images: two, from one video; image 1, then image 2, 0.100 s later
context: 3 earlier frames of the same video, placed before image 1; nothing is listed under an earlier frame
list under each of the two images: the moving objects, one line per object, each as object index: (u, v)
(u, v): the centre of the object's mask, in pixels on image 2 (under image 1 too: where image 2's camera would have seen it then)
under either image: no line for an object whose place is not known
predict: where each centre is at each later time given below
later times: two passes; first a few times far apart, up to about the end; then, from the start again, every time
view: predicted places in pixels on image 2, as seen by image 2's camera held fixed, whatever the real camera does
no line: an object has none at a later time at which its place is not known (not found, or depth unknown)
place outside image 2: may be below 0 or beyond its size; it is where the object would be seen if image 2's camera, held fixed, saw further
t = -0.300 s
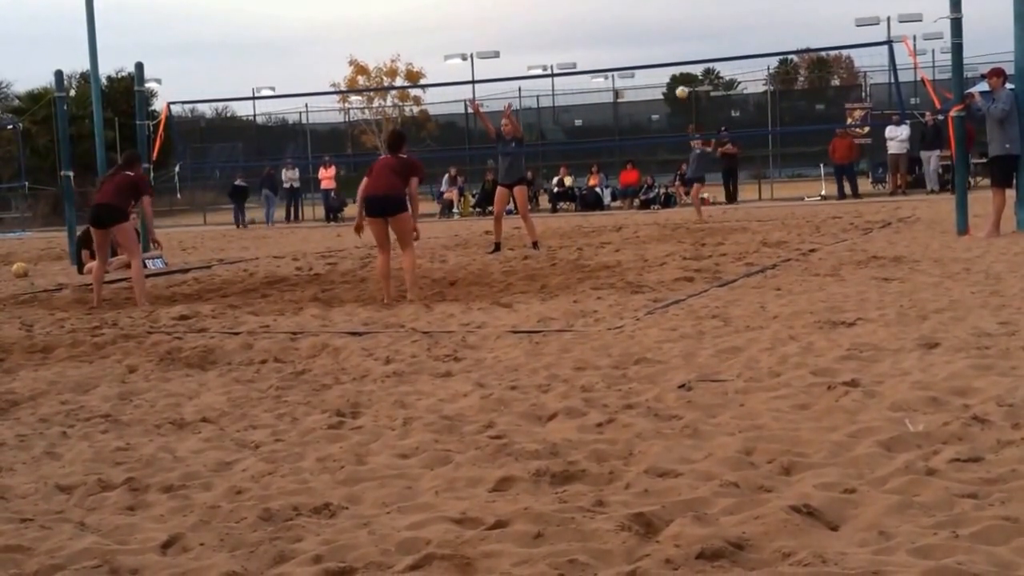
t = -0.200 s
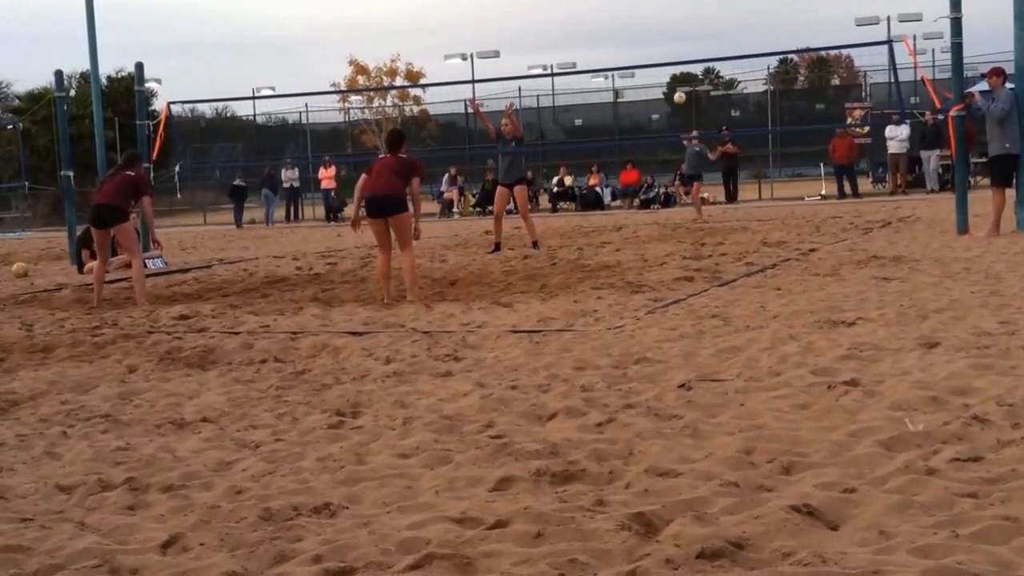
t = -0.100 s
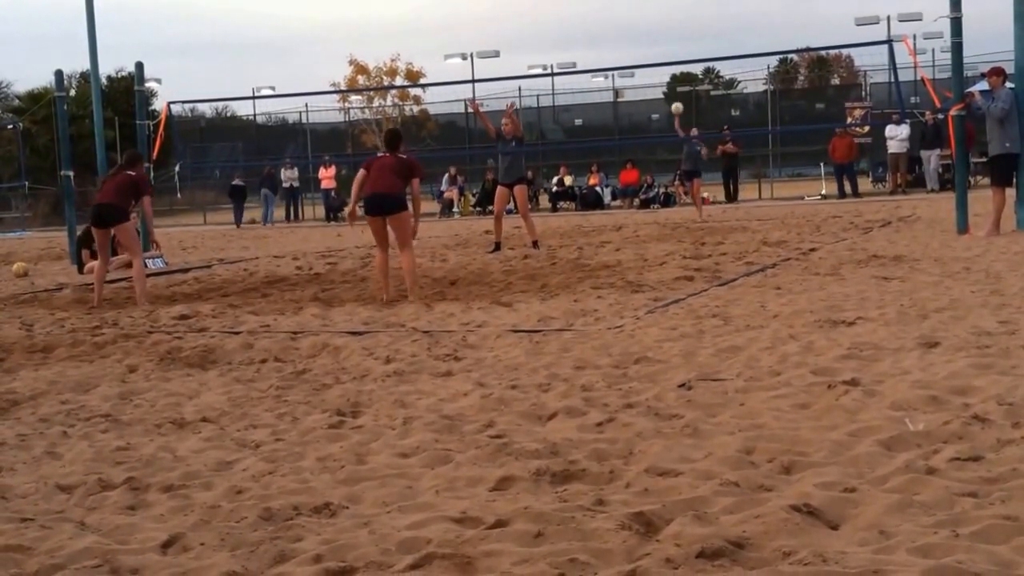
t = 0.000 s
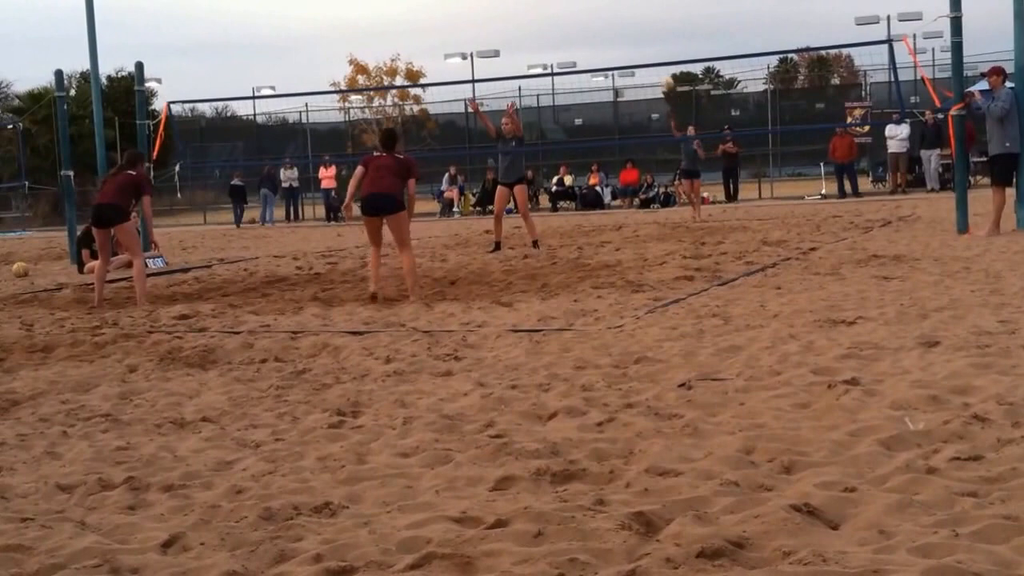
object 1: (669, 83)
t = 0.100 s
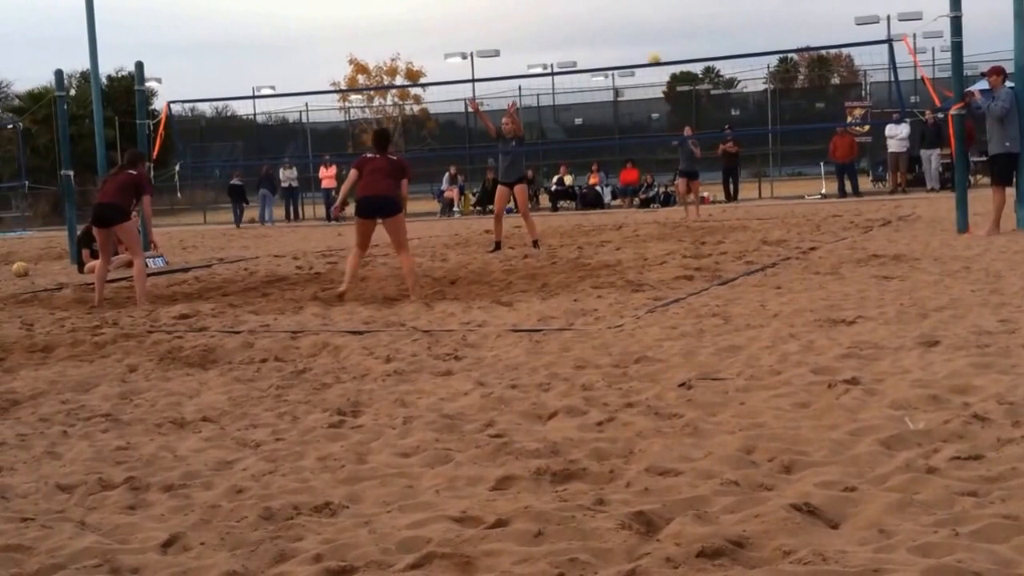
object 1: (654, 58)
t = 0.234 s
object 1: (635, 33)
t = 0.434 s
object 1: (599, 13)
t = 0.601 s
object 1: (557, 22)
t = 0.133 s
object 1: (649, 52)
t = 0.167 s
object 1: (645, 45)
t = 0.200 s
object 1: (640, 39)
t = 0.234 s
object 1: (635, 33)
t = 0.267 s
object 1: (630, 27)
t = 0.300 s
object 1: (624, 23)
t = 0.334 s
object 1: (618, 19)
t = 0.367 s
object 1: (612, 16)
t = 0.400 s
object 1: (605, 14)
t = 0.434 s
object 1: (599, 13)
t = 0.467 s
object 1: (591, 13)
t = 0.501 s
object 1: (584, 13)
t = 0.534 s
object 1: (576, 16)
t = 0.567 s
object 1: (566, 18)
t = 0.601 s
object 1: (557, 22)
